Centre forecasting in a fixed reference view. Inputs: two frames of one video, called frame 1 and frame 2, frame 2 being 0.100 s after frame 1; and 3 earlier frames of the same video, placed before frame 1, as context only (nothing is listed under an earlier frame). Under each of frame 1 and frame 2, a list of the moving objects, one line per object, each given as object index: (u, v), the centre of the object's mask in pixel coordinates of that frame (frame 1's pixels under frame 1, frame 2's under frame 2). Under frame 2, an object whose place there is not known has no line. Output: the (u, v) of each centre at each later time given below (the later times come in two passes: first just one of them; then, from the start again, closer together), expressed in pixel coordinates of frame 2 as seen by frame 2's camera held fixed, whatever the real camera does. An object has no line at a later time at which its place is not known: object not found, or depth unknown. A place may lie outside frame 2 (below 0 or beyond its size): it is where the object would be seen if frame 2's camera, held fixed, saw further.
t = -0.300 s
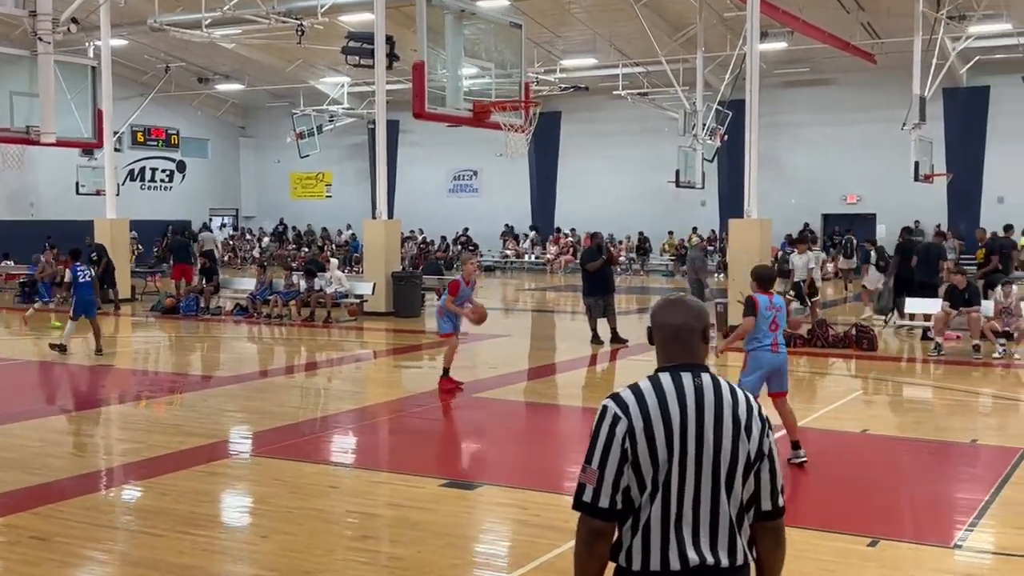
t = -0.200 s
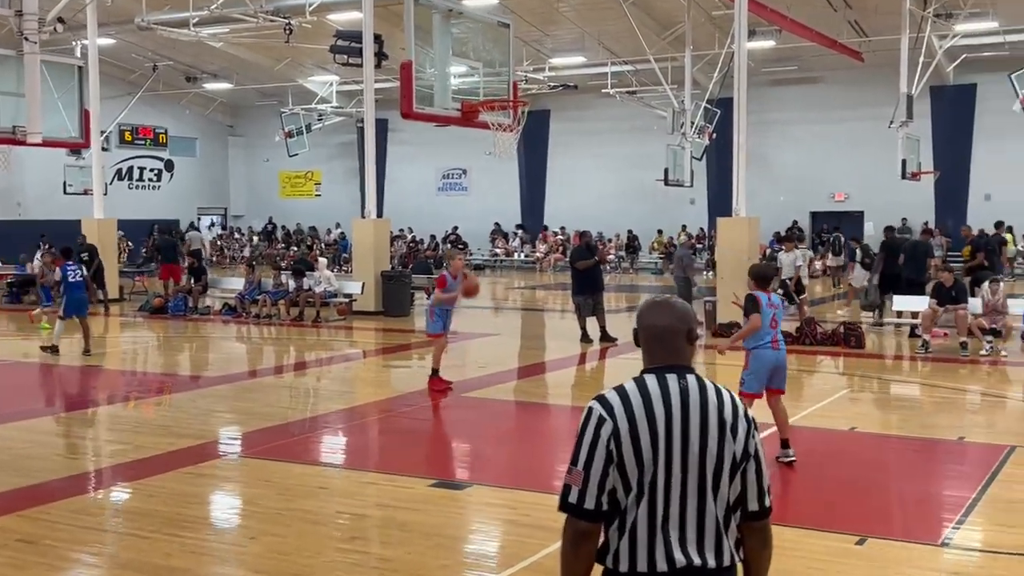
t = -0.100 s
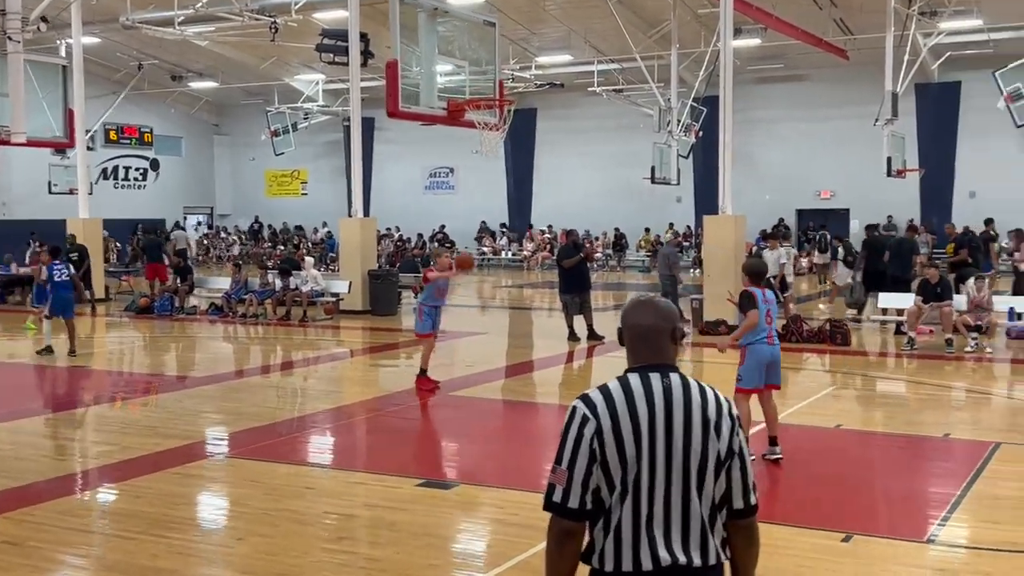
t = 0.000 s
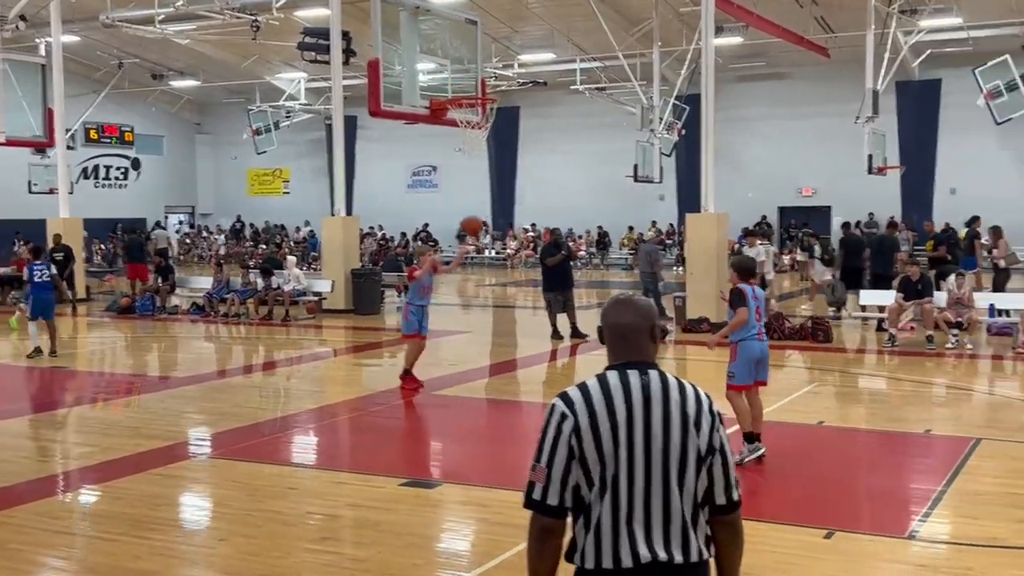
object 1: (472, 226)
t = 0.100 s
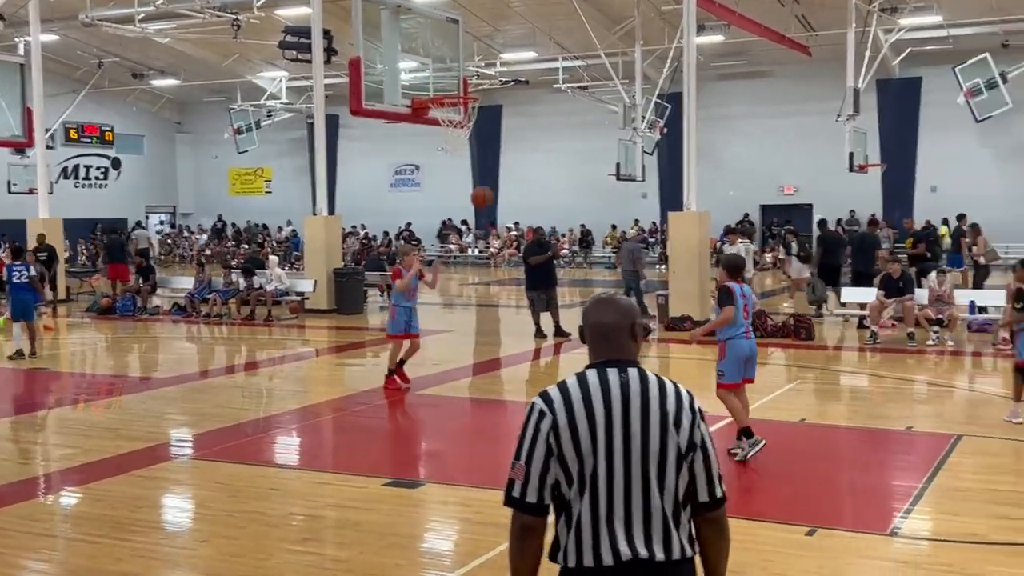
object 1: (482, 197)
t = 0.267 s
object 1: (528, 168)
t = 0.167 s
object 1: (499, 183)
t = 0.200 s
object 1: (509, 177)
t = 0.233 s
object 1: (518, 172)
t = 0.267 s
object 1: (528, 168)
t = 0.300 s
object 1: (538, 165)
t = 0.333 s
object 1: (548, 163)
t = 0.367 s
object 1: (558, 163)
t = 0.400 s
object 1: (569, 163)
